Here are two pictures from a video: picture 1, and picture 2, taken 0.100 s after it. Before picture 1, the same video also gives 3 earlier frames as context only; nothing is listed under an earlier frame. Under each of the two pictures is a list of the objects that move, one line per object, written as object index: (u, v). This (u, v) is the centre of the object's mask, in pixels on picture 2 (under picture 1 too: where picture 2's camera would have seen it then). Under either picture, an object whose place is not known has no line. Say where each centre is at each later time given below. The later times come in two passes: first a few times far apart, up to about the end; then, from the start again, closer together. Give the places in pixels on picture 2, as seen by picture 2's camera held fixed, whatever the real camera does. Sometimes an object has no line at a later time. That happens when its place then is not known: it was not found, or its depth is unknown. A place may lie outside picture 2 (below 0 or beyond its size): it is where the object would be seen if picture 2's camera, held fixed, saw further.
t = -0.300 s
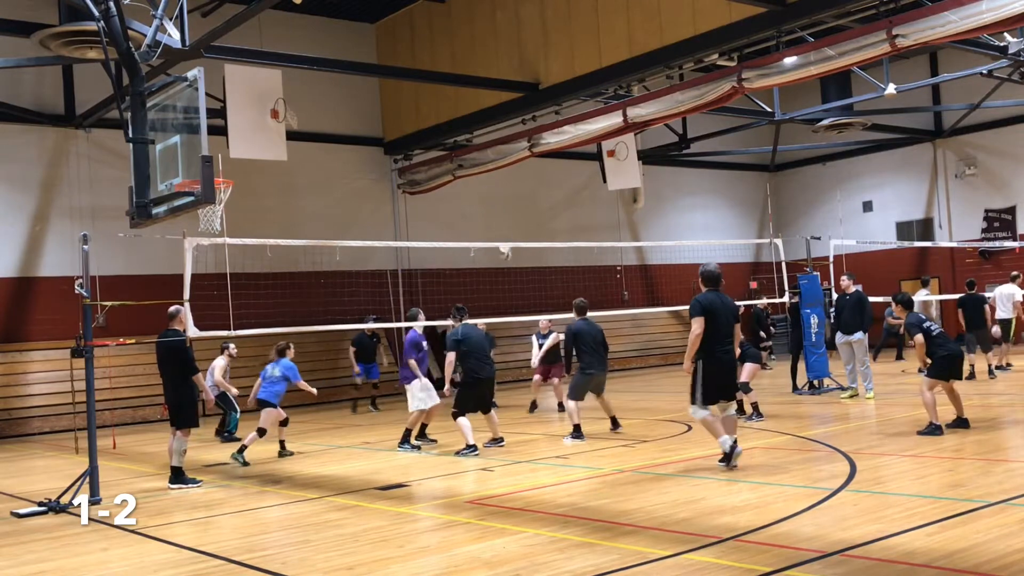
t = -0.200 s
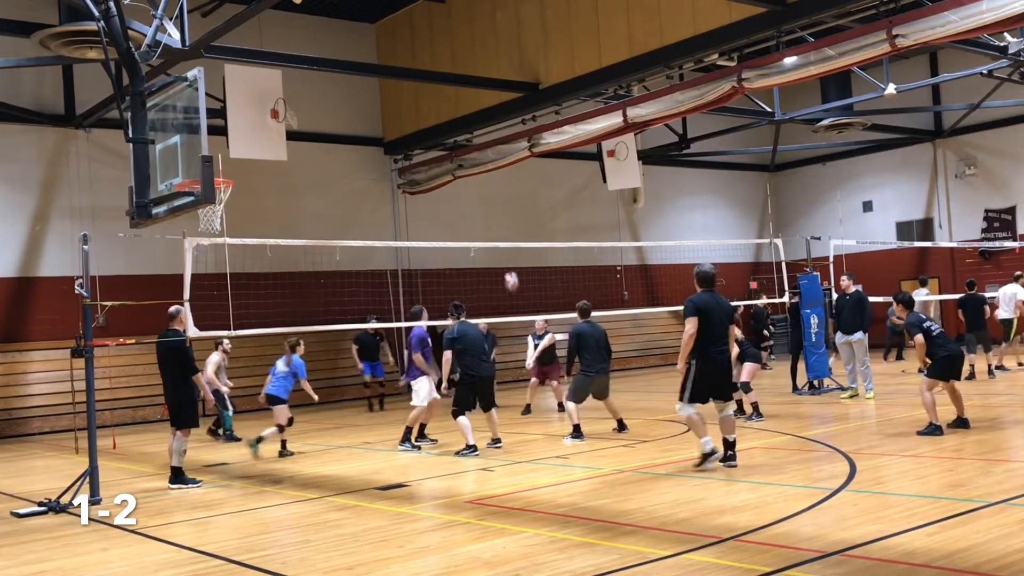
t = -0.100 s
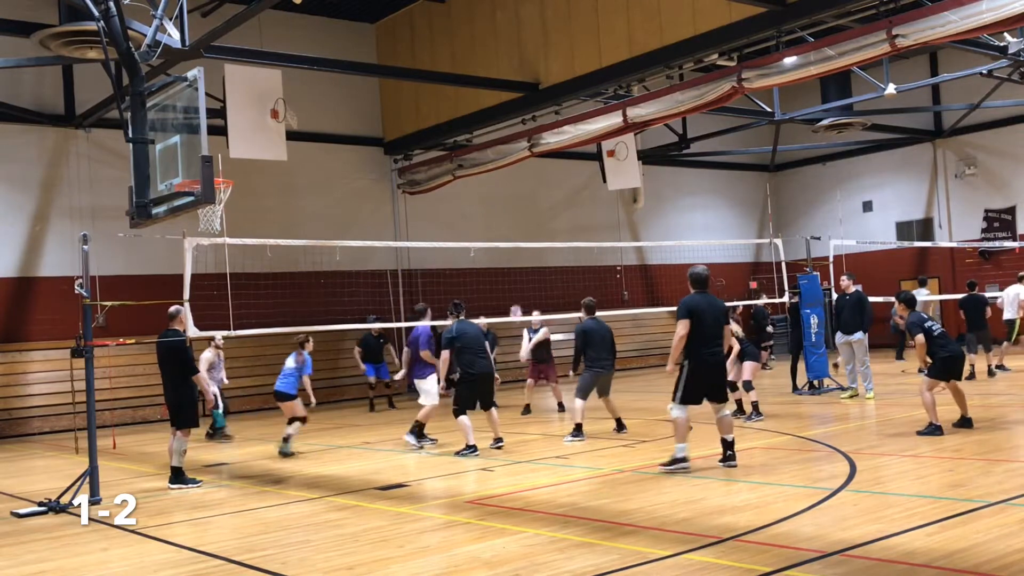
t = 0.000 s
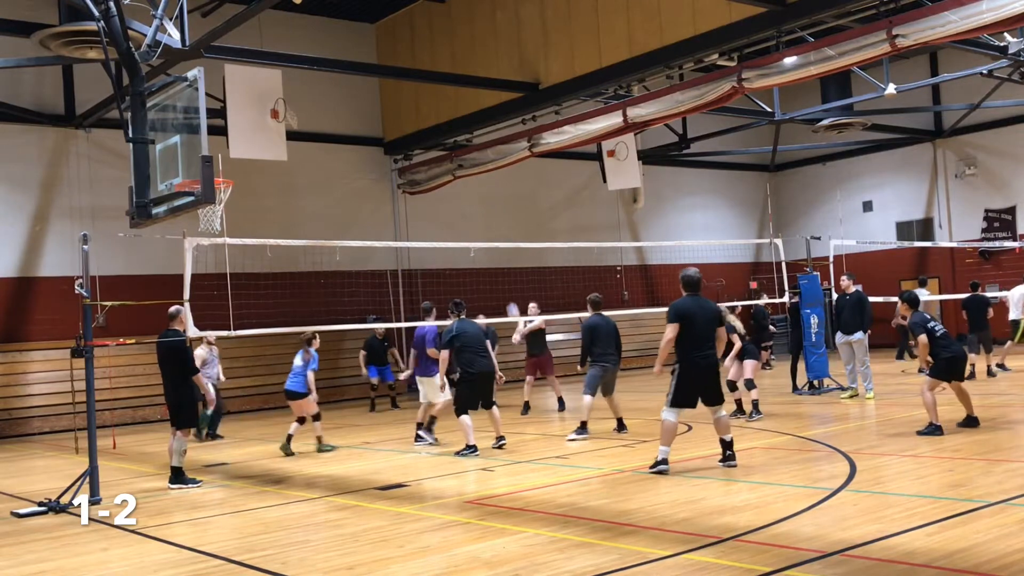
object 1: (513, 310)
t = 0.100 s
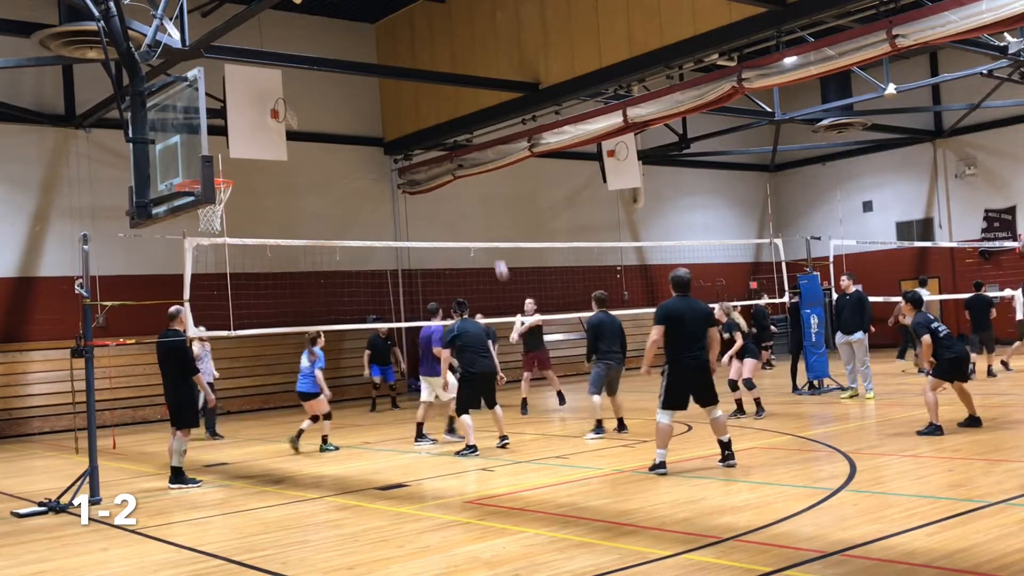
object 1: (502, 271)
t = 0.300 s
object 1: (478, 200)
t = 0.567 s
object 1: (452, 149)
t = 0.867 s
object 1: (424, 146)
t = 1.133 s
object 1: (402, 196)
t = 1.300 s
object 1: (390, 256)
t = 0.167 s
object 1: (493, 241)
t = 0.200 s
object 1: (489, 231)
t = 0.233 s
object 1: (485, 220)
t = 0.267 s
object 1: (481, 210)
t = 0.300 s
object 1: (478, 200)
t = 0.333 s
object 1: (475, 191)
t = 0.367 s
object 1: (471, 184)
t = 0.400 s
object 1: (468, 176)
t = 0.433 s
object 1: (464, 169)
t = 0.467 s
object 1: (461, 163)
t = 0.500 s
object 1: (458, 158)
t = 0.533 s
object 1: (455, 154)
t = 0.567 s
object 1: (452, 149)
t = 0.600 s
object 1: (449, 146)
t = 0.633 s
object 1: (445, 143)
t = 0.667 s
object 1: (442, 141)
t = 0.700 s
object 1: (439, 140)
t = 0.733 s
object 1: (436, 140)
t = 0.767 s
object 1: (433, 140)
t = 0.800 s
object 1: (430, 141)
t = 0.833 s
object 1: (427, 143)
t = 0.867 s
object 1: (424, 146)
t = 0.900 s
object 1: (420, 149)
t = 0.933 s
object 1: (418, 154)
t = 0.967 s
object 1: (415, 159)
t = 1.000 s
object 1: (412, 165)
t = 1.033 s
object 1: (409, 171)
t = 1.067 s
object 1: (407, 179)
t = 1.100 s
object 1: (404, 187)
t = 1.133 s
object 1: (402, 196)
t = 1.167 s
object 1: (399, 206)
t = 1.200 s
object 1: (397, 216)
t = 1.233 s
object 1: (395, 229)
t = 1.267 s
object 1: (393, 239)
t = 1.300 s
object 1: (390, 256)
